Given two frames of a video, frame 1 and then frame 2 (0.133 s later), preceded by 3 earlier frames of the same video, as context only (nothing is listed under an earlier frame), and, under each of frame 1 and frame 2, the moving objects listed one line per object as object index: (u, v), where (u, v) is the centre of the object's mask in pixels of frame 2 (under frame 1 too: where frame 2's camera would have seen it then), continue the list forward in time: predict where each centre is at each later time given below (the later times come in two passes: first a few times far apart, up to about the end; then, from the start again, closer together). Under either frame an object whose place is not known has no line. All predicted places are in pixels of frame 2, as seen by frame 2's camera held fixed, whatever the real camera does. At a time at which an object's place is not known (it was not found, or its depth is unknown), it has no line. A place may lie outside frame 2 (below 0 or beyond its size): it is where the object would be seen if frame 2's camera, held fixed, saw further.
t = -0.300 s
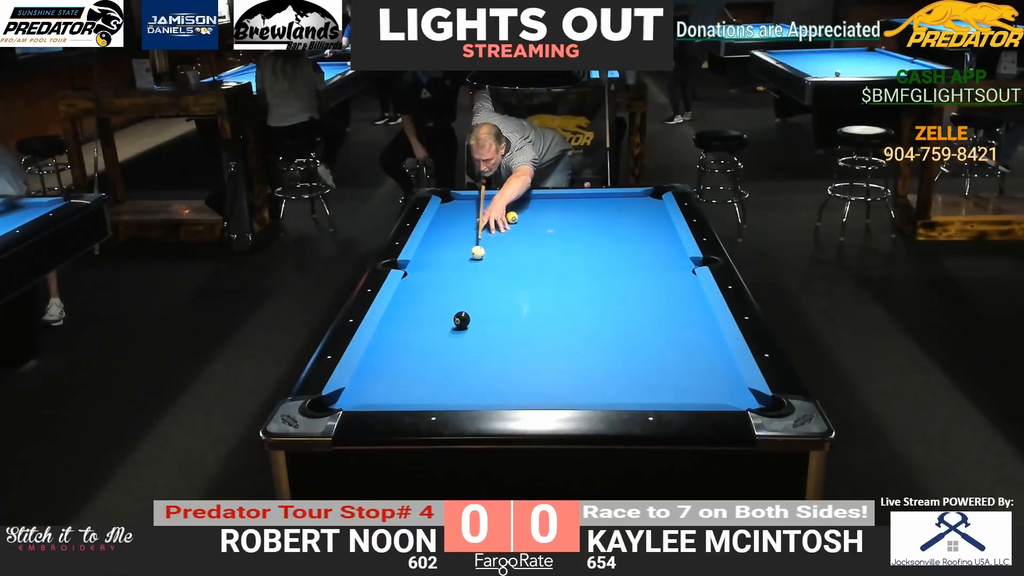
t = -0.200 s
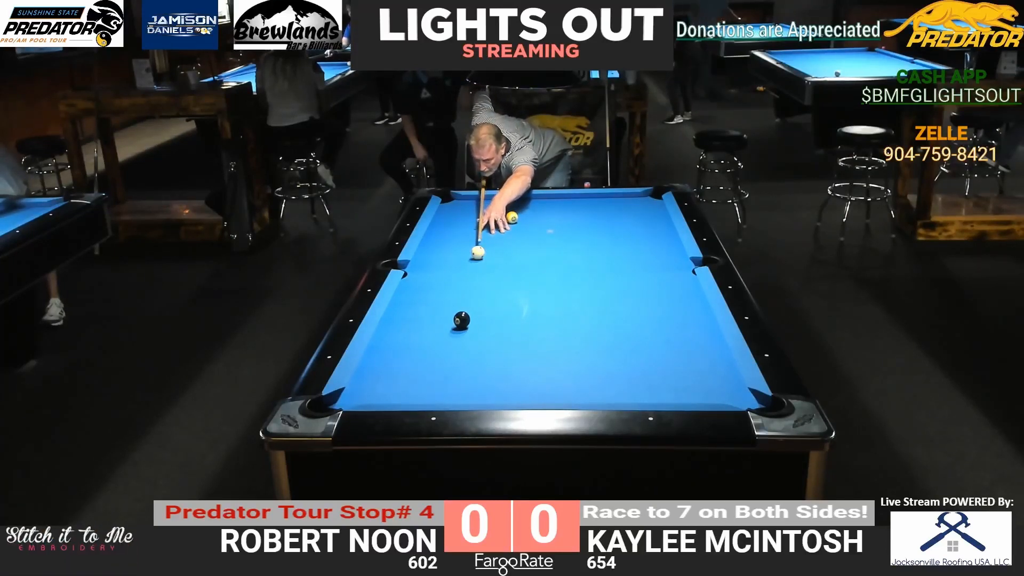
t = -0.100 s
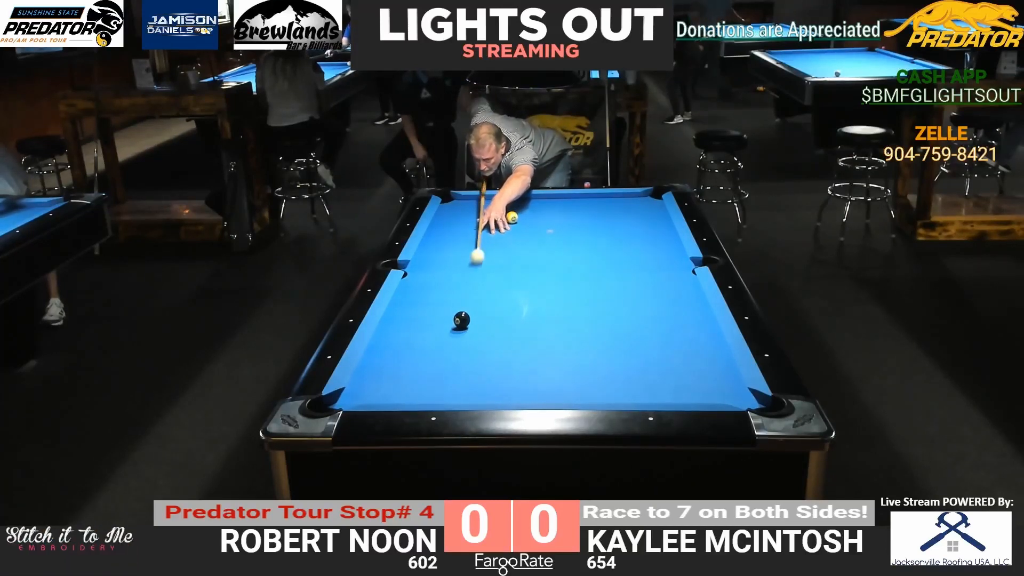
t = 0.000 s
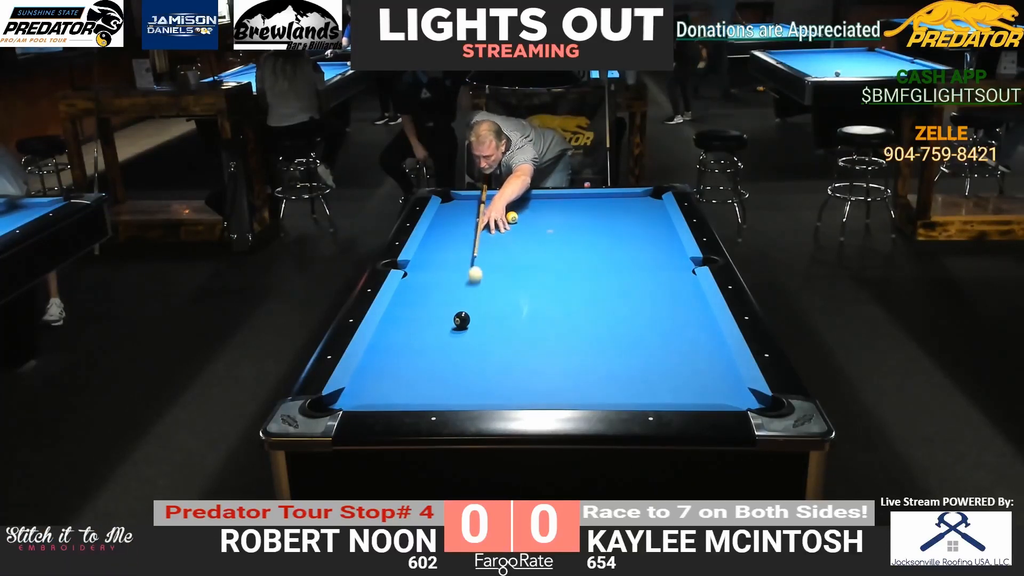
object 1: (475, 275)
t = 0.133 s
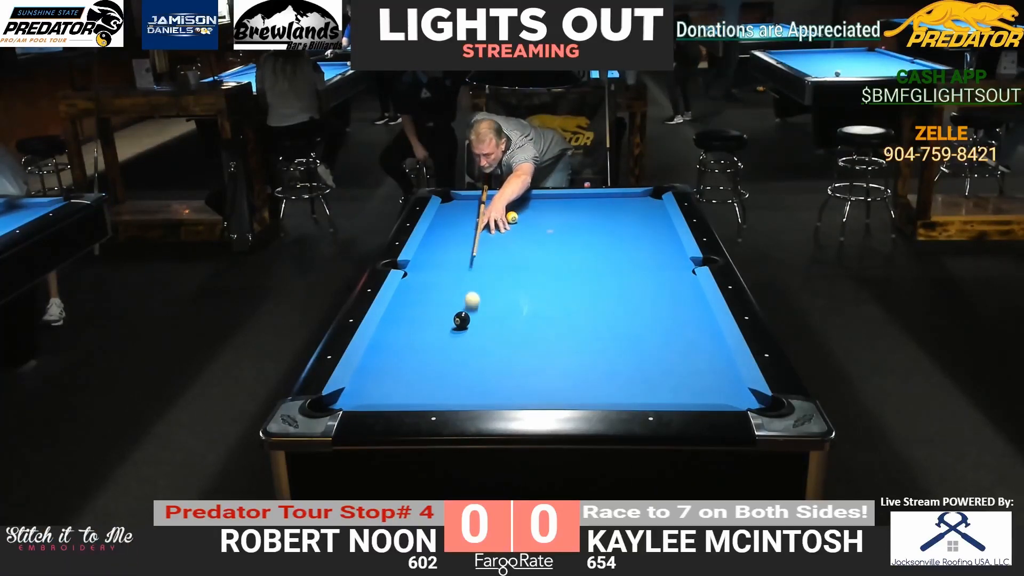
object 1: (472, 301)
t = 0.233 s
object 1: (480, 316)
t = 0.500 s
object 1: (530, 339)
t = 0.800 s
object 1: (593, 372)
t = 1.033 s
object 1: (647, 396)
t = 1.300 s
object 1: (684, 379)
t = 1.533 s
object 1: (712, 363)
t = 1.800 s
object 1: (705, 347)
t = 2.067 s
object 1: (680, 334)
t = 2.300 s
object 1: (660, 323)
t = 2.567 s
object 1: (640, 312)
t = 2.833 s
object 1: (622, 302)
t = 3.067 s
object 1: (607, 295)
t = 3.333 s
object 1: (593, 287)
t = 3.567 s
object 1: (582, 282)
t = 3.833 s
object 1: (570, 275)
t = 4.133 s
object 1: (558, 269)
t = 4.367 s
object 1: (551, 265)
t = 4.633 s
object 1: (542, 261)
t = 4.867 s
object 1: (536, 257)
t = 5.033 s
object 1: (531, 255)
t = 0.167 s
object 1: (472, 308)
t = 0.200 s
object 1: (473, 315)
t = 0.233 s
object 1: (480, 316)
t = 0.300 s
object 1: (494, 320)
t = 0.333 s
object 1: (500, 323)
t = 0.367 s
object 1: (506, 326)
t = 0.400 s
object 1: (512, 330)
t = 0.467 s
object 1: (524, 336)
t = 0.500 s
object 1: (530, 339)
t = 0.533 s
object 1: (537, 343)
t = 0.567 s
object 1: (543, 346)
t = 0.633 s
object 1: (557, 354)
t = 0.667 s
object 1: (564, 357)
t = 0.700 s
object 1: (571, 361)
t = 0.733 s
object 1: (578, 365)
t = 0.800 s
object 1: (593, 372)
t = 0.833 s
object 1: (600, 377)
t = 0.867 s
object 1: (608, 381)
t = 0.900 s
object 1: (615, 385)
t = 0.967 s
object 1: (631, 392)
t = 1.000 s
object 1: (639, 395)
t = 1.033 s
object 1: (647, 396)
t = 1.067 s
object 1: (652, 394)
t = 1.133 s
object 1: (661, 391)
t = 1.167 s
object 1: (666, 388)
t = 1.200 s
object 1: (671, 386)
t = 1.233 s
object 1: (675, 384)
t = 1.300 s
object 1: (684, 379)
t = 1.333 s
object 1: (688, 376)
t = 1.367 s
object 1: (692, 374)
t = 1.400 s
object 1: (696, 372)
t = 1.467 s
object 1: (705, 368)
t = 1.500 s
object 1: (709, 366)
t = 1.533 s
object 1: (712, 363)
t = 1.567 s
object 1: (716, 361)
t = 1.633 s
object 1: (723, 357)
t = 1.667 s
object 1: (719, 355)
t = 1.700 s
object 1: (716, 353)
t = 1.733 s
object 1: (712, 351)
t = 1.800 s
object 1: (705, 347)
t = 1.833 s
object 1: (702, 346)
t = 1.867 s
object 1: (699, 344)
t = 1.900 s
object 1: (695, 342)
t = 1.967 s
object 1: (689, 339)
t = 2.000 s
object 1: (686, 337)
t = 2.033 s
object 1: (683, 335)
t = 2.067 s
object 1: (680, 334)
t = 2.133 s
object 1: (674, 330)
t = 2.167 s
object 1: (671, 329)
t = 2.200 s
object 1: (668, 327)
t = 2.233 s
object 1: (665, 326)
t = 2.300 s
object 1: (660, 323)
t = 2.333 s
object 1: (657, 321)
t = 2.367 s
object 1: (655, 320)
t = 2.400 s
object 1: (652, 319)
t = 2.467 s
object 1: (647, 316)
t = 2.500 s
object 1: (644, 315)
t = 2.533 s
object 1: (642, 313)
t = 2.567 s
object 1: (640, 312)
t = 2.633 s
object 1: (635, 310)
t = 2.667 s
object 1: (632, 308)
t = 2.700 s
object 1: (631, 307)
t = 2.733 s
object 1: (628, 306)
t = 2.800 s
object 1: (624, 304)
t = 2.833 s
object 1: (622, 302)
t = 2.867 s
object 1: (619, 302)
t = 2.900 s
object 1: (617, 300)
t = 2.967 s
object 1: (613, 298)
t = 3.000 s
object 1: (611, 297)
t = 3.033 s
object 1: (609, 296)
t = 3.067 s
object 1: (607, 295)
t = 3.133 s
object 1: (604, 293)
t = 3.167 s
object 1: (602, 292)
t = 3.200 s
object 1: (600, 291)
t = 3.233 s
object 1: (598, 290)
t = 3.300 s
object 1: (595, 288)
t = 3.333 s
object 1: (593, 287)
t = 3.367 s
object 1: (591, 287)
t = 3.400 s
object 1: (590, 286)
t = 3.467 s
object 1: (586, 284)
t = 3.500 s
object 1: (585, 283)
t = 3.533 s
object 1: (583, 282)
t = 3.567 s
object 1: (582, 282)
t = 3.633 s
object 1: (578, 280)
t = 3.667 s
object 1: (577, 279)
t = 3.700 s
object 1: (576, 278)
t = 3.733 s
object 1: (574, 278)
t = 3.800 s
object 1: (571, 276)
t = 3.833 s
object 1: (570, 275)
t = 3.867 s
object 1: (568, 275)
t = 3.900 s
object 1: (567, 274)
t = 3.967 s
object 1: (565, 273)
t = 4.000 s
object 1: (563, 272)
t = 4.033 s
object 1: (562, 271)
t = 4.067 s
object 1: (561, 270)
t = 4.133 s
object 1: (558, 269)
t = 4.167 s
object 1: (557, 269)
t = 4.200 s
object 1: (556, 268)
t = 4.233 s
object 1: (555, 267)
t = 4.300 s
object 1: (553, 266)
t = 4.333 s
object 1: (552, 266)
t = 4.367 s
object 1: (551, 265)
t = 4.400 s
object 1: (549, 264)
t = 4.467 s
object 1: (547, 263)
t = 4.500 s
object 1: (546, 263)
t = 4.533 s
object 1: (545, 262)
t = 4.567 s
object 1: (544, 262)
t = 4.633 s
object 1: (542, 261)
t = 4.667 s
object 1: (541, 260)
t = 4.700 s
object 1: (540, 259)
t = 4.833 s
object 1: (536, 257)
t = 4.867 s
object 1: (536, 257)
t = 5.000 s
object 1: (532, 255)
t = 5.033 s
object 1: (531, 255)
